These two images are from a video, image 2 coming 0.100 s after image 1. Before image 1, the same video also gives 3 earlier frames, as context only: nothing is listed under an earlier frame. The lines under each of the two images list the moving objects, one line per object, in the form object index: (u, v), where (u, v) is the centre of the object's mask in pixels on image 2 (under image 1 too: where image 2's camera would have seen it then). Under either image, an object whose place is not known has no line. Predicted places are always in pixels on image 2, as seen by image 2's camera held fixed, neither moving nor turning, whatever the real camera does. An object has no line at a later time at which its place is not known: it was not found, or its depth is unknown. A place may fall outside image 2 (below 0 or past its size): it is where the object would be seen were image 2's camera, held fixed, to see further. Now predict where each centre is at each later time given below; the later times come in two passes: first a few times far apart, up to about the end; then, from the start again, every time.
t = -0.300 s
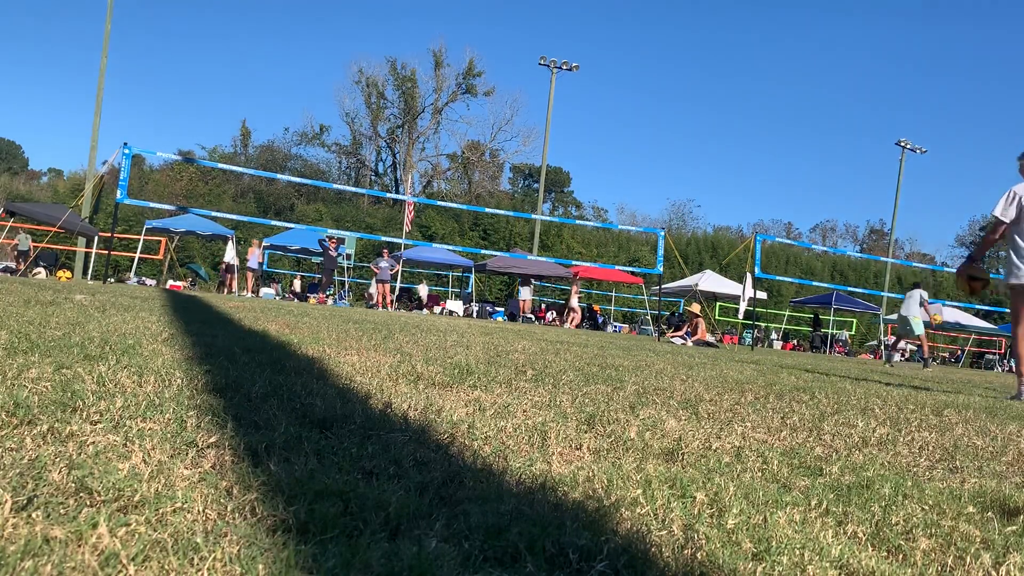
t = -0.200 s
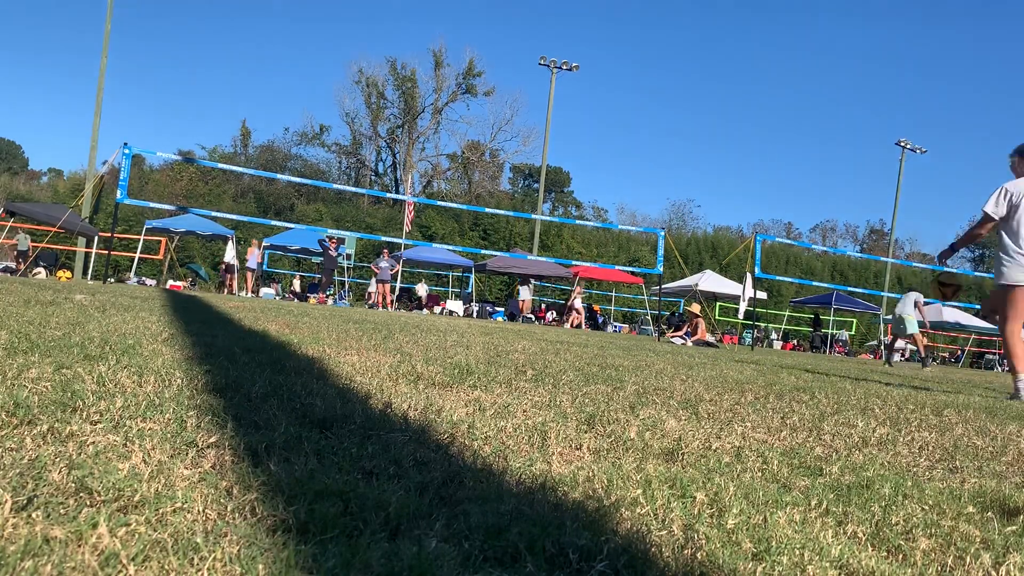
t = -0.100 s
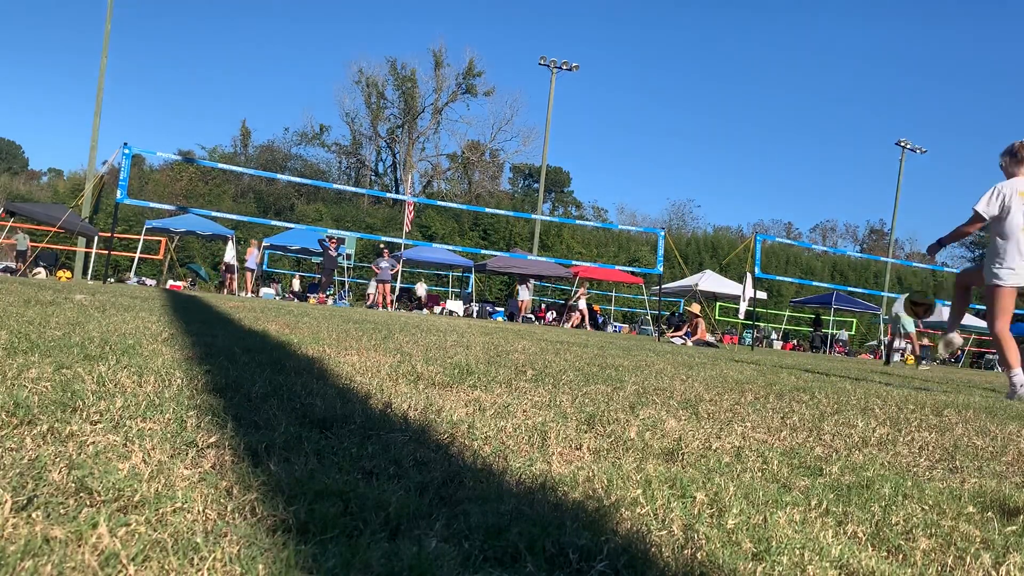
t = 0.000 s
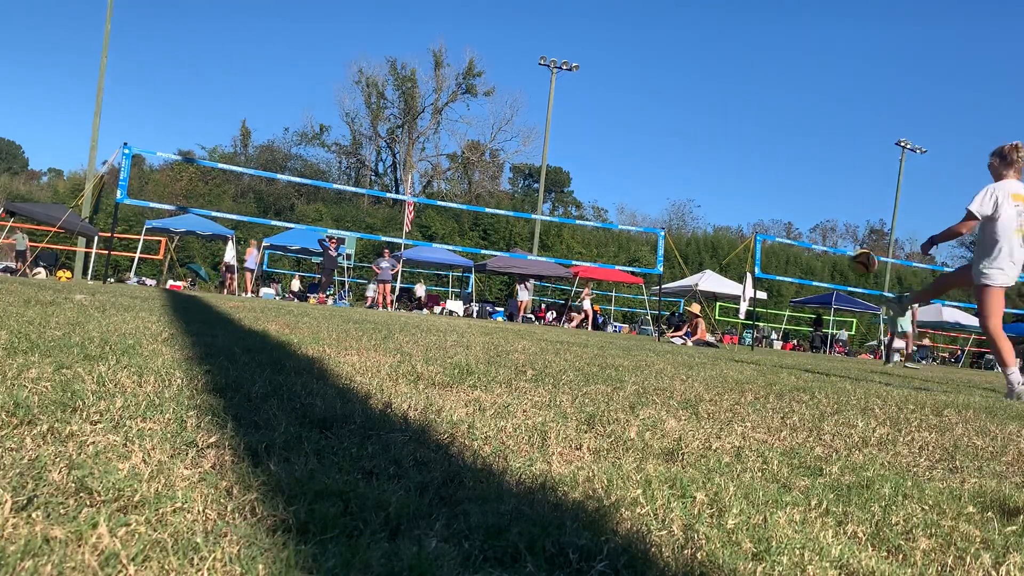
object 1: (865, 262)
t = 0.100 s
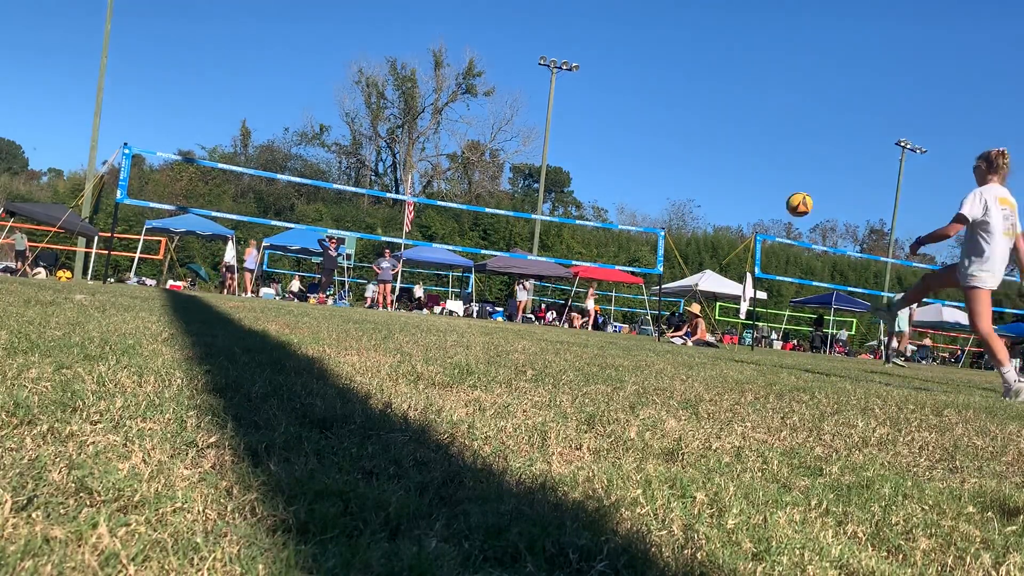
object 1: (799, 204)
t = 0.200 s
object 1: (747, 168)
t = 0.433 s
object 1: (653, 138)
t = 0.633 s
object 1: (592, 152)
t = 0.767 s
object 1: (559, 174)
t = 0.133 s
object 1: (781, 190)
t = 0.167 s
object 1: (764, 178)
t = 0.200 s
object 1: (747, 168)
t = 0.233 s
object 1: (731, 159)
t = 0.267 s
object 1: (717, 152)
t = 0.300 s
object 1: (703, 147)
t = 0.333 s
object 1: (690, 143)
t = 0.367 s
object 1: (677, 140)
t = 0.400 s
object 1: (664, 138)
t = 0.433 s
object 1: (653, 138)
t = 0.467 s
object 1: (642, 138)
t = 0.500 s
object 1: (631, 140)
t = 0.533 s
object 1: (620, 142)
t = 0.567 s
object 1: (611, 144)
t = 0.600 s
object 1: (601, 148)
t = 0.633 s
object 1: (592, 152)
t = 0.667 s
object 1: (583, 157)
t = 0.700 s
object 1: (574, 163)
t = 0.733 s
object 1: (567, 168)
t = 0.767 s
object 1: (559, 174)
